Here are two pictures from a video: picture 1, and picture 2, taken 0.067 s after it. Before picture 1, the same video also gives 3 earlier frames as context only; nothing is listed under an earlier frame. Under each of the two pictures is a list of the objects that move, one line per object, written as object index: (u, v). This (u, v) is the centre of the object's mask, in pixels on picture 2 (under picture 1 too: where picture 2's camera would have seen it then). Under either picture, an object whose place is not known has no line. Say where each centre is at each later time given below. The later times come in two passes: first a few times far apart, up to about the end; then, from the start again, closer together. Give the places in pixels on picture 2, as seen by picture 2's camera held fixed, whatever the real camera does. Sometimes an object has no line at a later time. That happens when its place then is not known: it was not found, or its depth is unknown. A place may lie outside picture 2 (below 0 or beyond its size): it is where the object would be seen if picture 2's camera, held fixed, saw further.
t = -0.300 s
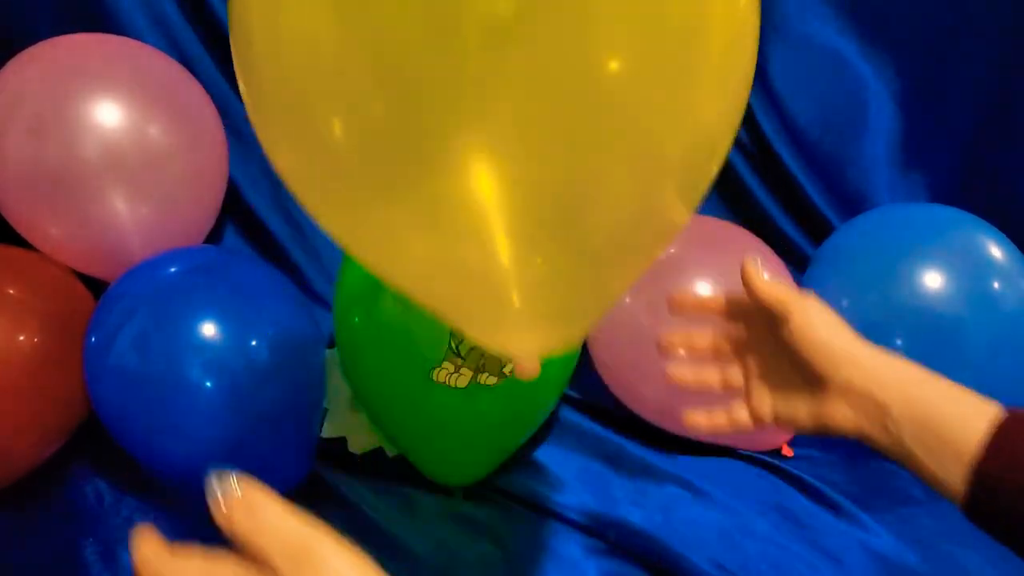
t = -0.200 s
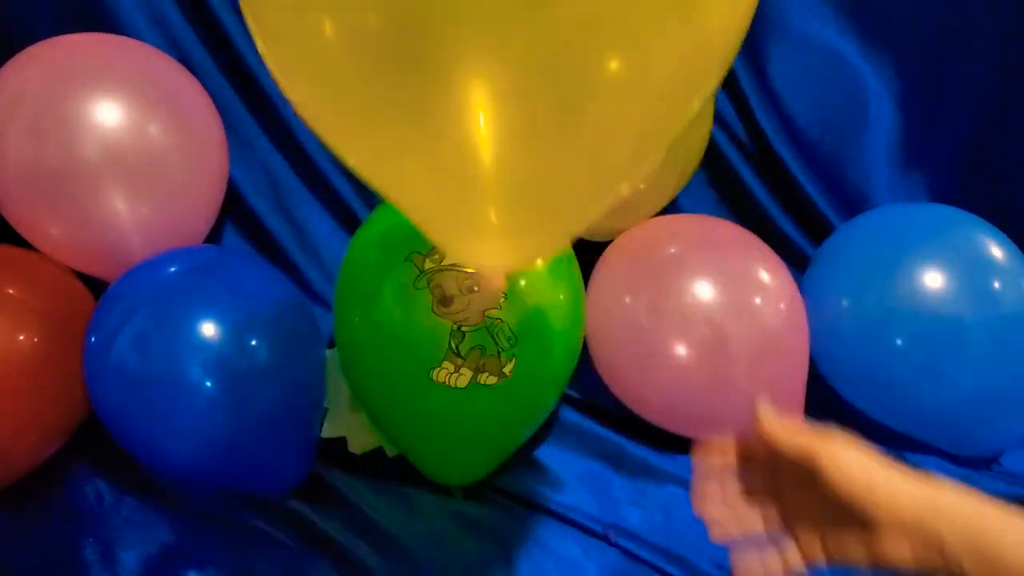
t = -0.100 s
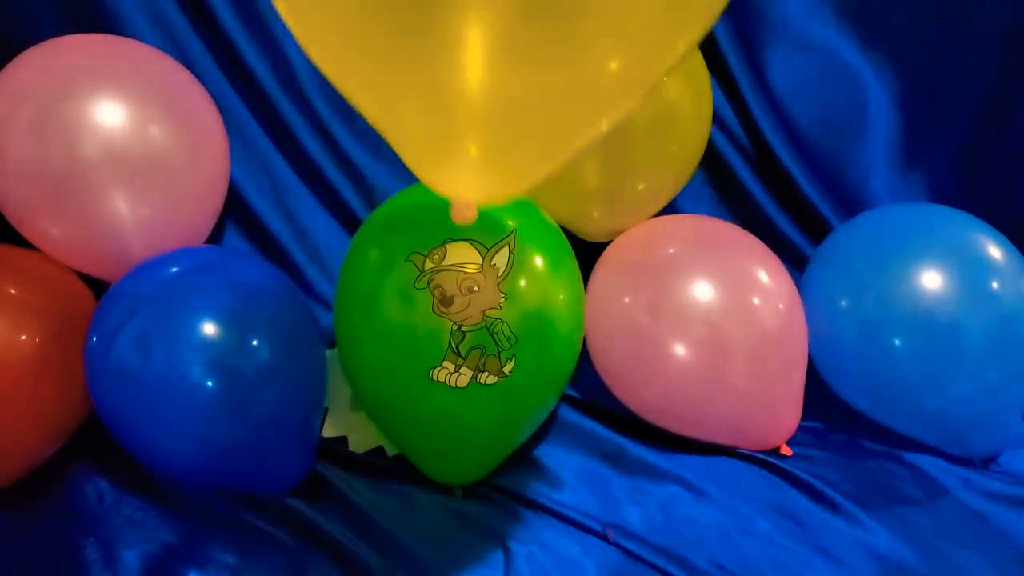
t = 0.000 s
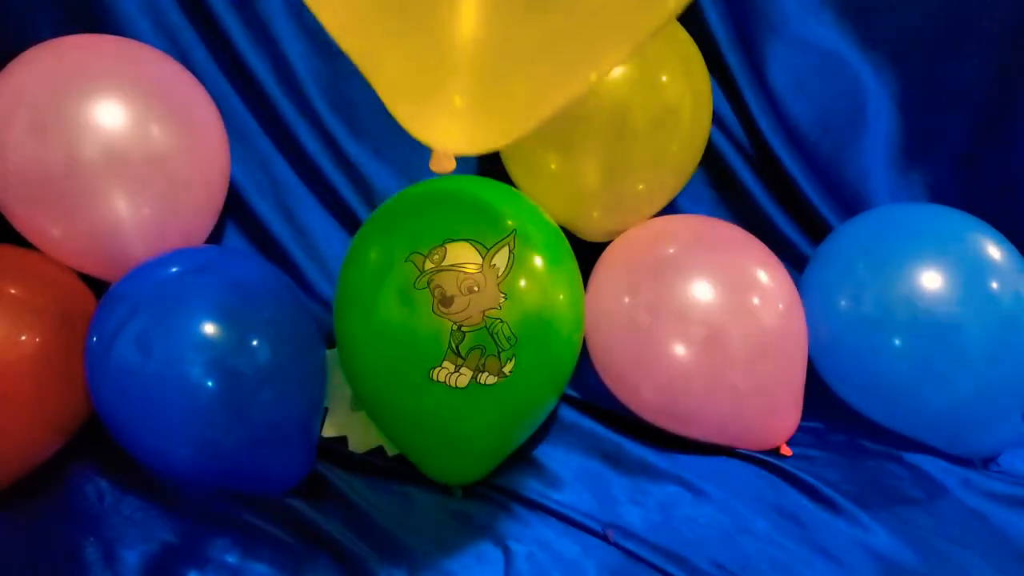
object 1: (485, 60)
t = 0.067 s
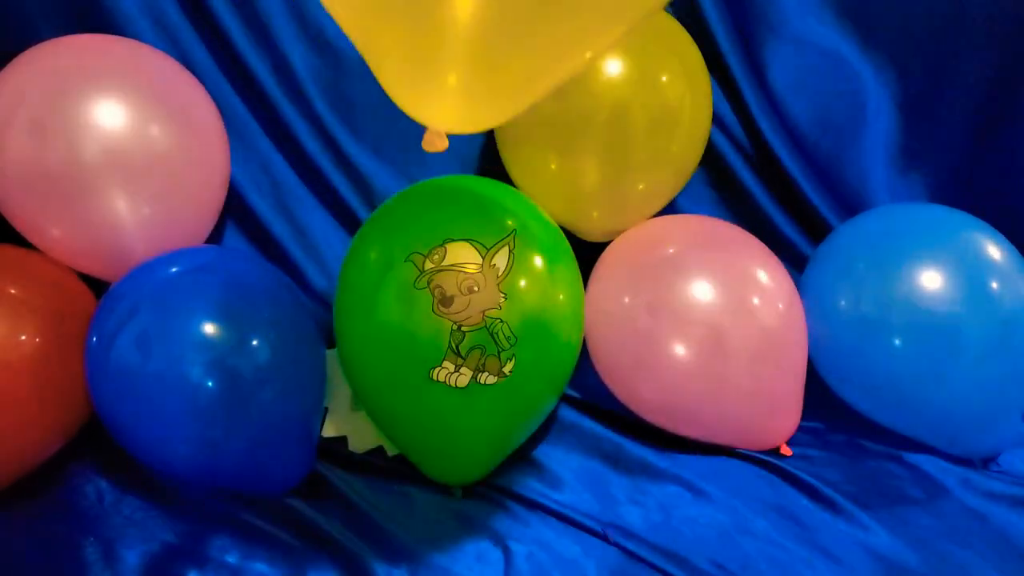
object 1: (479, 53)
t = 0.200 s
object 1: (477, 50)
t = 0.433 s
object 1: (503, 72)
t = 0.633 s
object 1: (524, 117)
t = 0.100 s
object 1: (477, 51)
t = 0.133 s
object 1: (476, 50)
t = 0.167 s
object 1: (476, 49)
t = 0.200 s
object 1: (477, 50)
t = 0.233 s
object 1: (479, 51)
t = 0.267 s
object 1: (482, 53)
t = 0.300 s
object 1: (486, 56)
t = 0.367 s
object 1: (495, 63)
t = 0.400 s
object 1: (499, 67)
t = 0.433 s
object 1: (503, 72)
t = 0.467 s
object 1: (507, 78)
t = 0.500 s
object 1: (511, 84)
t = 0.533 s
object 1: (514, 91)
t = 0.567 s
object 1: (516, 98)
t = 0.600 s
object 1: (525, 109)
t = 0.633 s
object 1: (524, 117)
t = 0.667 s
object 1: (525, 126)
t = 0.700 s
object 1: (528, 137)
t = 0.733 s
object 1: (530, 150)
